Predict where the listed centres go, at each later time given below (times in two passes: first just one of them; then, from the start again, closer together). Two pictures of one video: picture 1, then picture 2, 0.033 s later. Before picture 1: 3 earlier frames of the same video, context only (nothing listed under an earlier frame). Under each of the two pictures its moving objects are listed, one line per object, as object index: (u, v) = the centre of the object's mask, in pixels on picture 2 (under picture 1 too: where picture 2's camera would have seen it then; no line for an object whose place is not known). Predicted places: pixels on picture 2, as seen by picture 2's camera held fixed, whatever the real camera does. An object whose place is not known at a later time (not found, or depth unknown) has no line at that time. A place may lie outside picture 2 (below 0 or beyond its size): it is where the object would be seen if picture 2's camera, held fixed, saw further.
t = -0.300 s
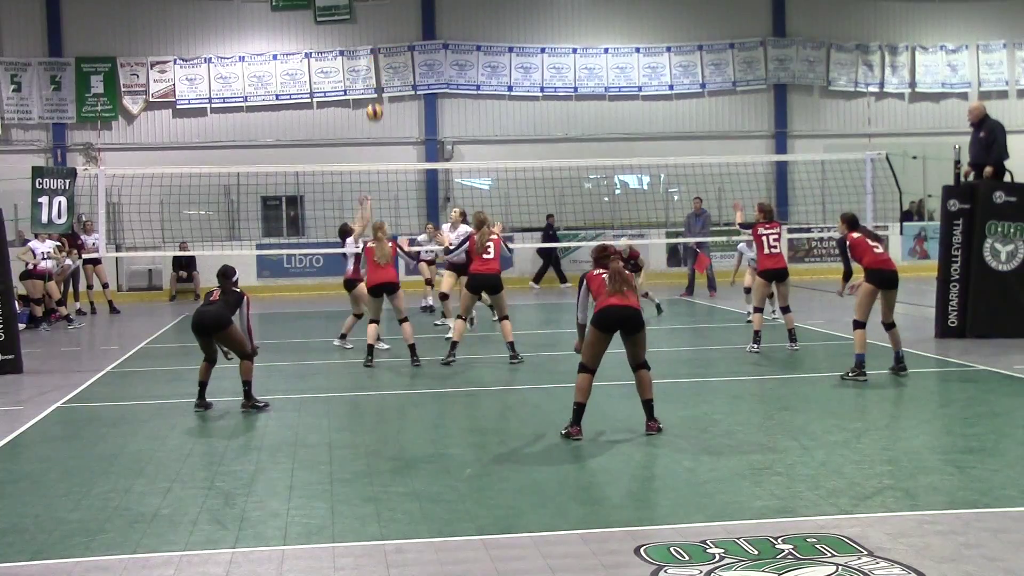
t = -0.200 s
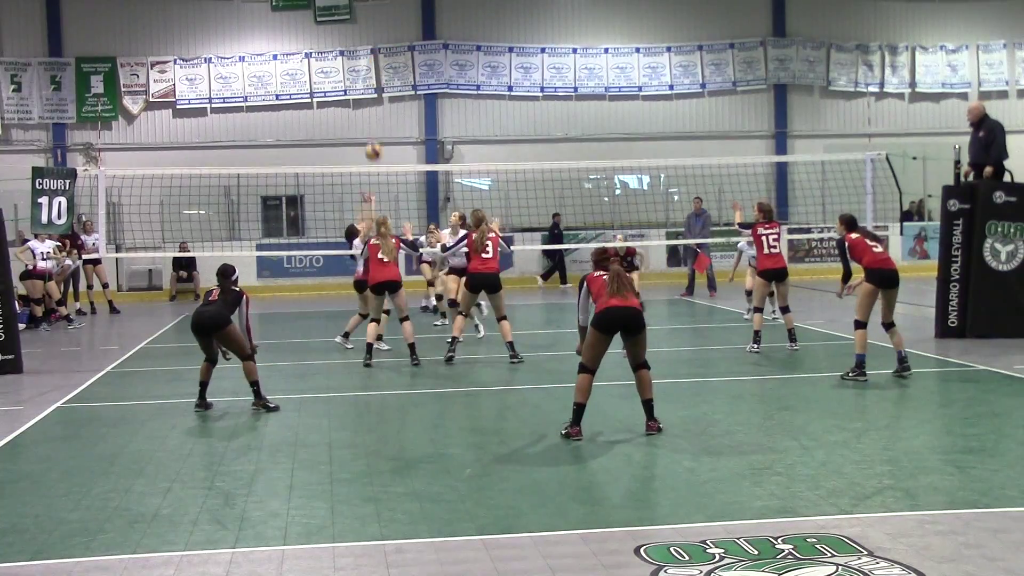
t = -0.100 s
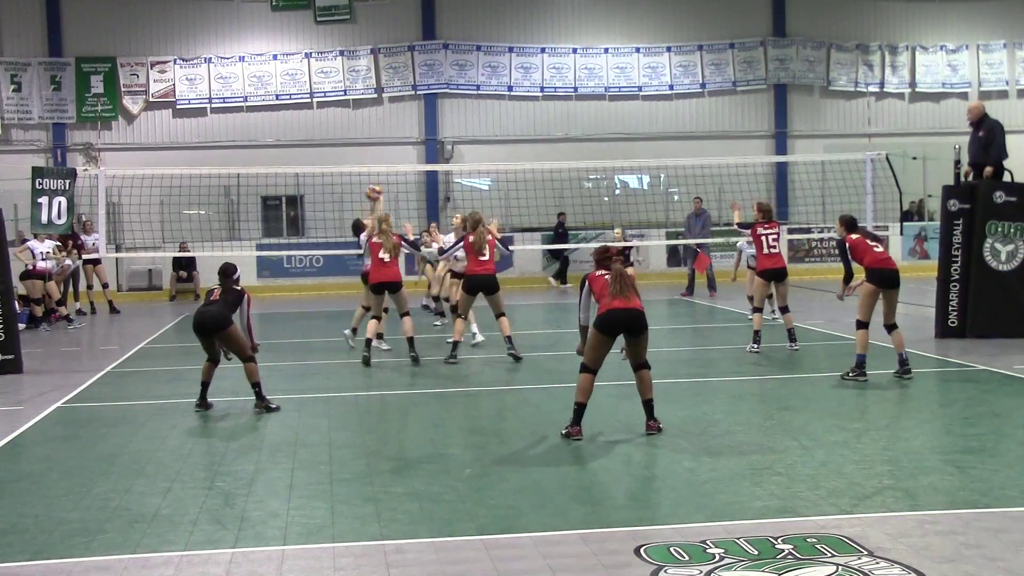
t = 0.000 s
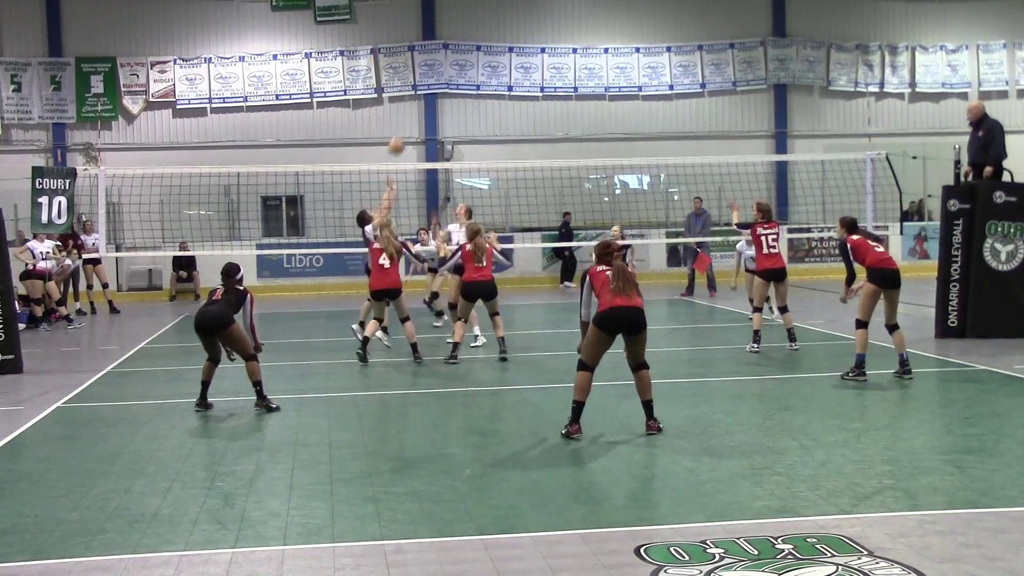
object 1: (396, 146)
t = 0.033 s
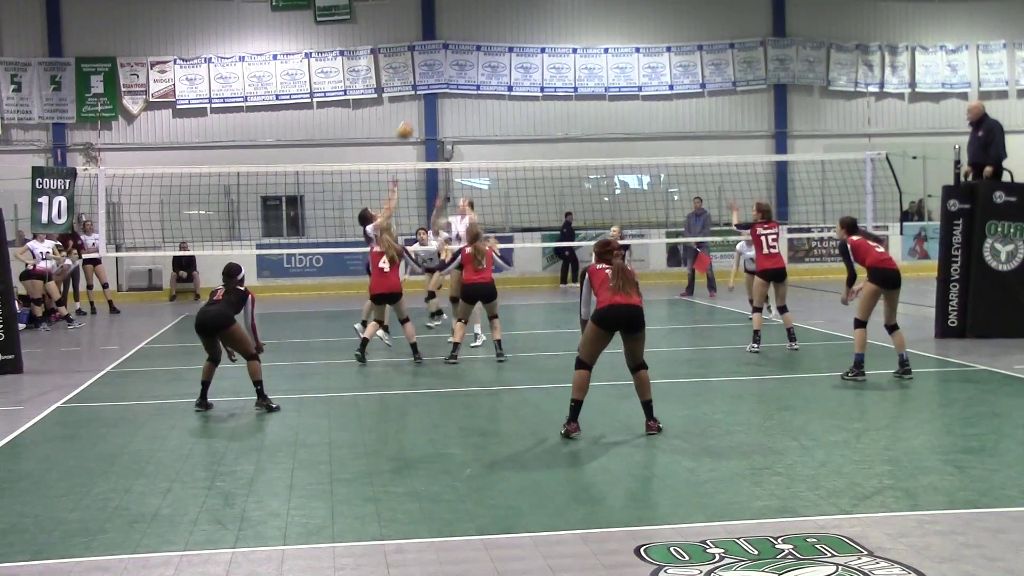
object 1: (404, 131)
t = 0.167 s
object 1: (437, 80)
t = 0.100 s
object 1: (421, 104)
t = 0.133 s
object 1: (429, 92)
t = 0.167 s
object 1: (437, 80)
